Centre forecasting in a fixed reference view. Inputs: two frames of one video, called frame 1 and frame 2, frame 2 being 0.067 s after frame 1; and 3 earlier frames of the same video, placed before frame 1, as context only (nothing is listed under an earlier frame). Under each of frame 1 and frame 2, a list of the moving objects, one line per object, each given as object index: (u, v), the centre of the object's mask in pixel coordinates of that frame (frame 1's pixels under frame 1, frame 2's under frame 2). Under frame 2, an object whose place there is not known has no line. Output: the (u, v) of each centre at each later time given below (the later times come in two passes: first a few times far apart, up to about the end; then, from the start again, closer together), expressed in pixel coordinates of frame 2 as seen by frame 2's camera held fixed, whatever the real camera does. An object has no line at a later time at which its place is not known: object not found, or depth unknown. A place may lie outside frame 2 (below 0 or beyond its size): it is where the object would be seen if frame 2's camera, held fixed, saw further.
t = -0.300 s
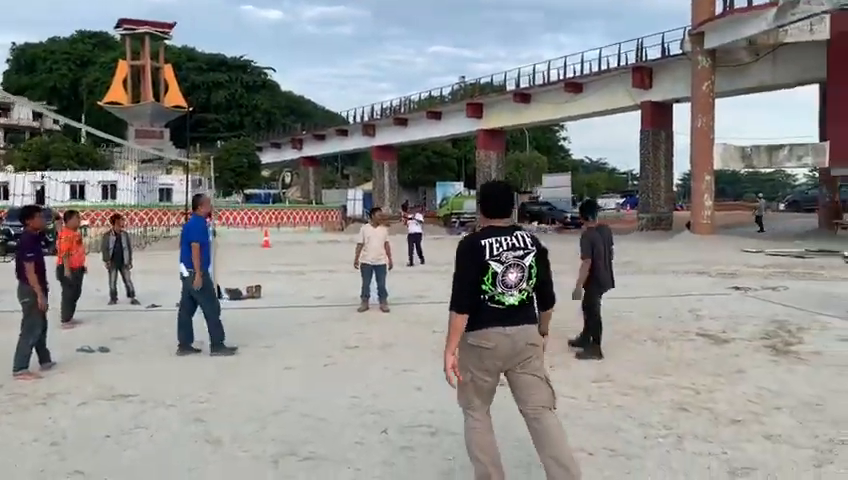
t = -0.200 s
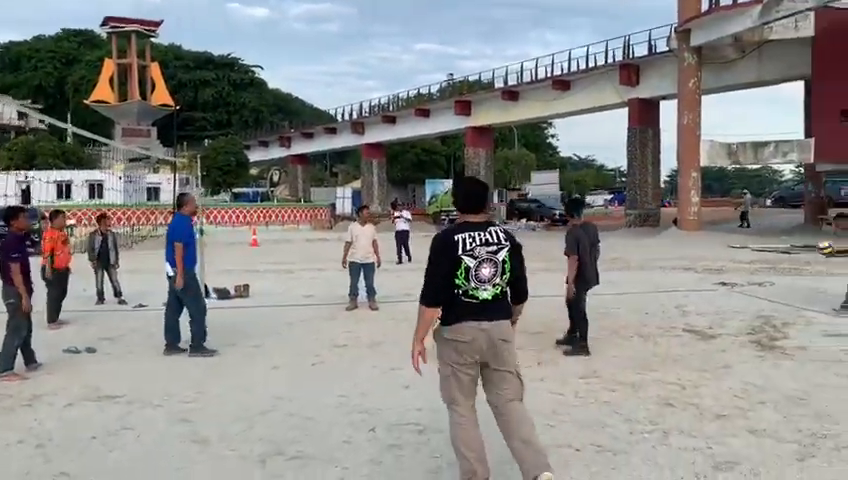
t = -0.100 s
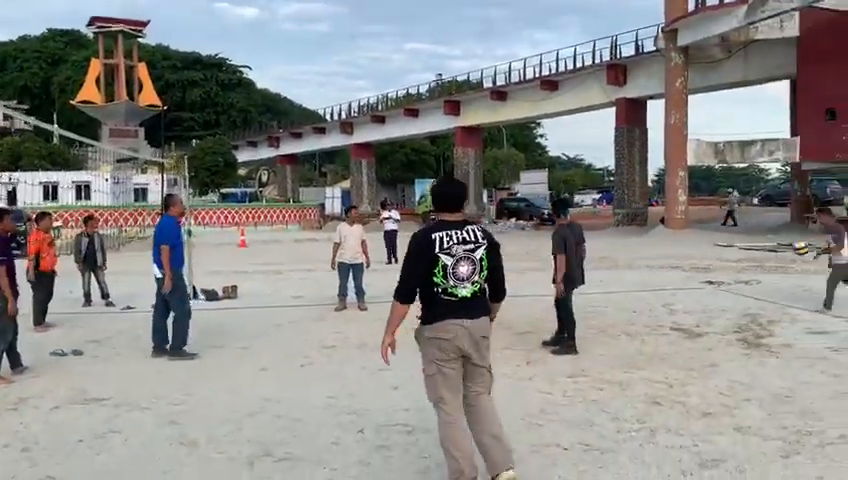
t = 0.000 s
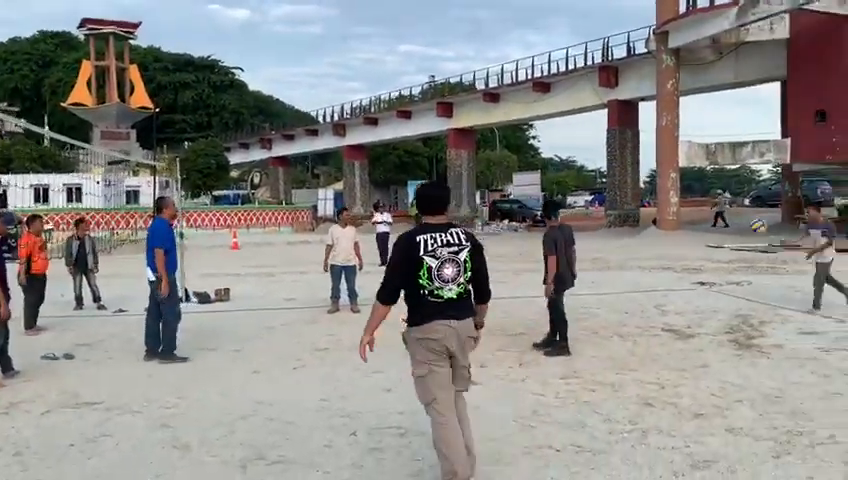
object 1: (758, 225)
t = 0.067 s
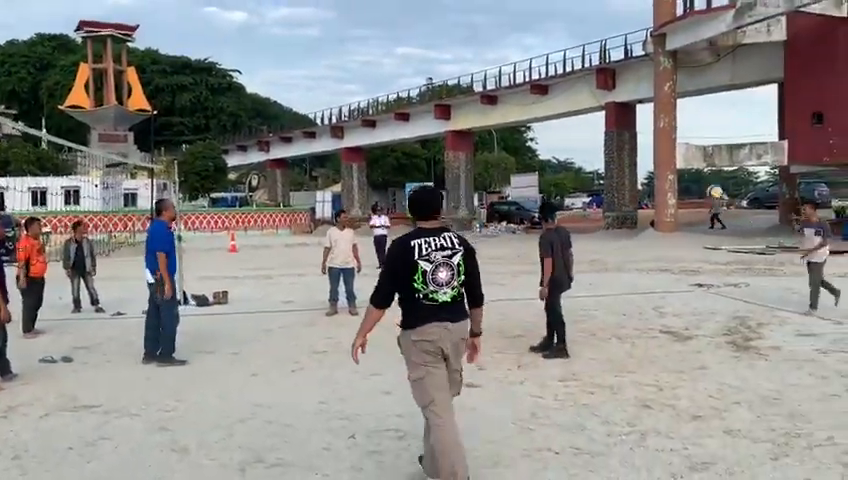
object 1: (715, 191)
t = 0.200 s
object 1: (629, 125)
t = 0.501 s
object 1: (428, 13)
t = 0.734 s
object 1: (261, -35)
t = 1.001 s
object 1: (64, -34)
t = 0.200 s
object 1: (629, 125)
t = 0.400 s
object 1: (496, 46)
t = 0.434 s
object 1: (474, 34)
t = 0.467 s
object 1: (451, 24)
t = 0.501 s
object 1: (428, 13)
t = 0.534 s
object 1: (404, 4)
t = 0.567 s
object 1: (381, -4)
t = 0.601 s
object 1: (358, -14)
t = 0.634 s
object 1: (334, -20)
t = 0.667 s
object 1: (310, -25)
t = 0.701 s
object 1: (285, -30)
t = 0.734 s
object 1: (261, -35)
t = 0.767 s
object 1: (237, -37)
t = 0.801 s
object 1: (212, -40)
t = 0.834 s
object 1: (188, -42)
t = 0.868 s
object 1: (163, -42)
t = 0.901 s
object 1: (139, -41)
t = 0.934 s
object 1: (113, -40)
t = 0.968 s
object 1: (88, -37)
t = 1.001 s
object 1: (64, -34)
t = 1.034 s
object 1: (39, -30)
